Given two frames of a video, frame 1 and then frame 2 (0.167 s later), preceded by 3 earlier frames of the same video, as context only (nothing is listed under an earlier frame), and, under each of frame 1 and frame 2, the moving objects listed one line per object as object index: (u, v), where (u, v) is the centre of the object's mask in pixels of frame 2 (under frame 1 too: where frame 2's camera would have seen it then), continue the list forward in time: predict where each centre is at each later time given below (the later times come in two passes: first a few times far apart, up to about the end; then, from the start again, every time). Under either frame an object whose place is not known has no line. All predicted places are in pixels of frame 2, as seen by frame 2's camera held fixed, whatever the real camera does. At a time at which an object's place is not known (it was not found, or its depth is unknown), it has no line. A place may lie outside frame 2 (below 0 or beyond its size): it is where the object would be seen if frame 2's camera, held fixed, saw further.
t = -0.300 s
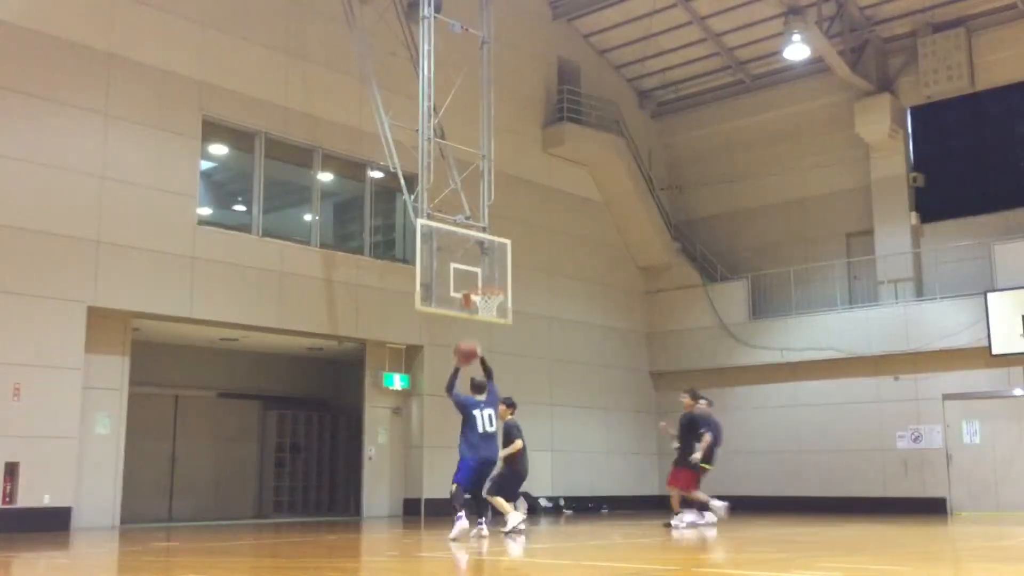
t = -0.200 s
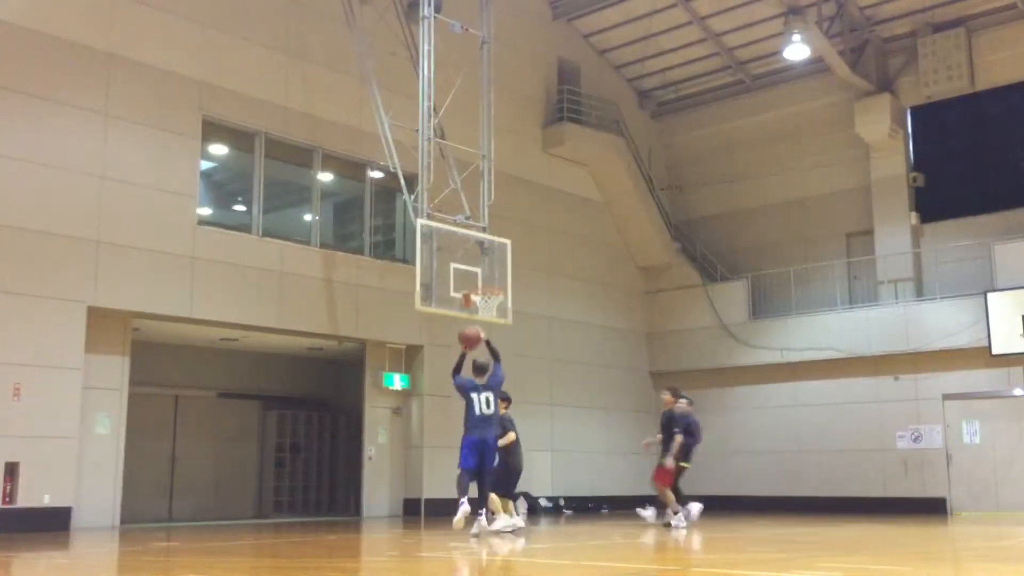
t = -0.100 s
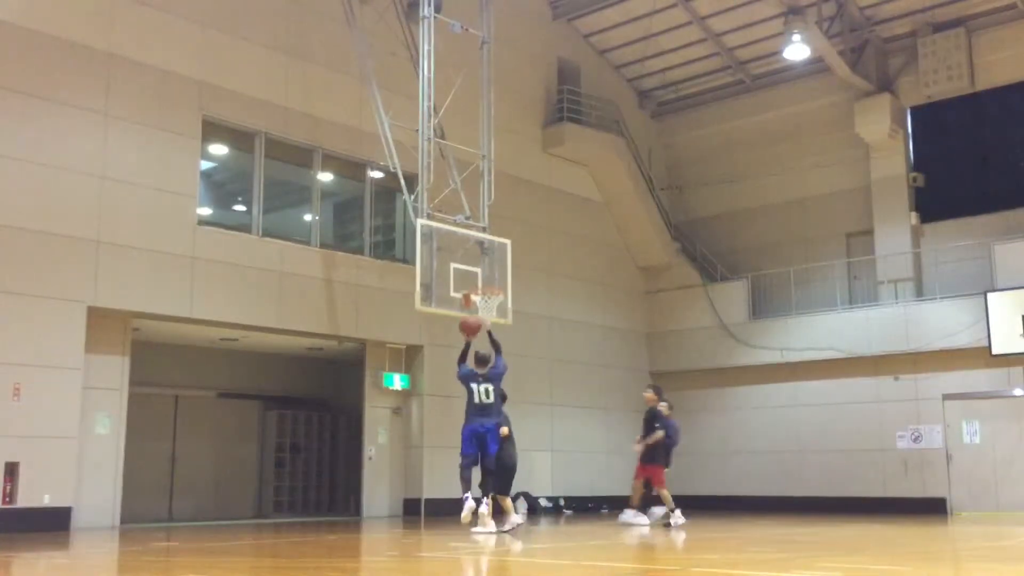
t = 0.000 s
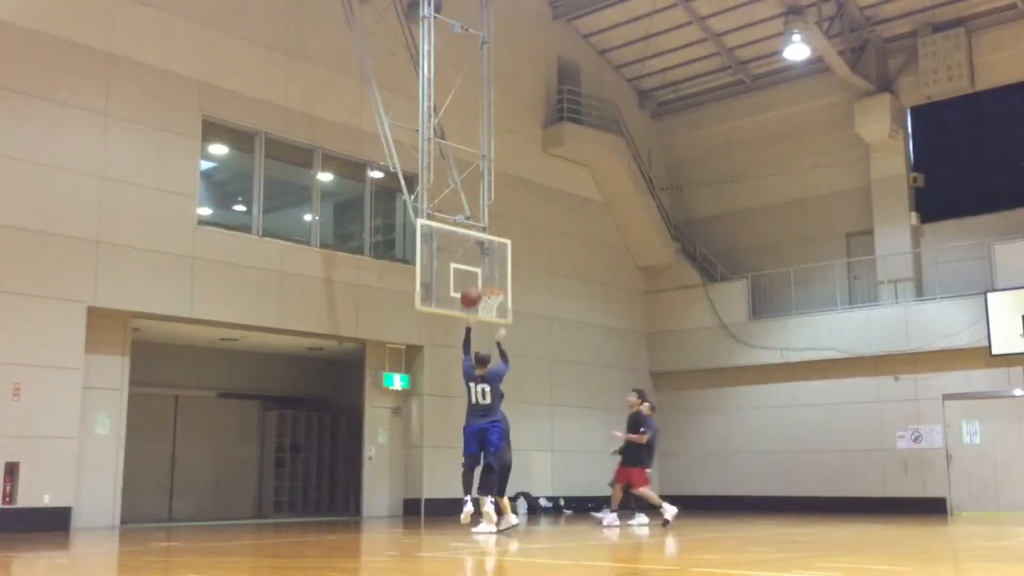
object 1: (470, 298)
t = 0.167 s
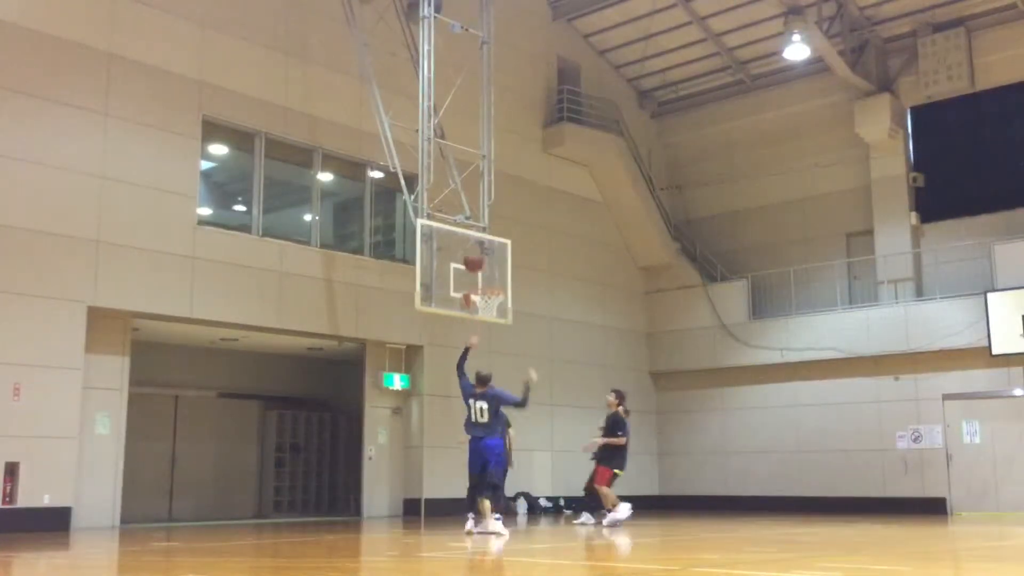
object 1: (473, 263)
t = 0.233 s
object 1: (475, 255)
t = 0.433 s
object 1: (477, 256)
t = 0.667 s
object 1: (480, 290)
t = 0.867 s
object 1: (496, 323)
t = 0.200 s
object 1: (474, 259)
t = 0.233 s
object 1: (475, 255)
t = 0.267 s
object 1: (475, 254)
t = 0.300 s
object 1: (476, 254)
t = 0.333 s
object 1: (476, 253)
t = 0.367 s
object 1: (476, 254)
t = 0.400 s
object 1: (477, 254)
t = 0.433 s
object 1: (477, 256)
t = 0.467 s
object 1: (478, 259)
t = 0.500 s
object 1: (478, 263)
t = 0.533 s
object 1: (479, 267)
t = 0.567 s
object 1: (479, 273)
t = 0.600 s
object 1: (480, 278)
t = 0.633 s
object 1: (480, 282)
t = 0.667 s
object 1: (480, 290)
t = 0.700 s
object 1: (483, 297)
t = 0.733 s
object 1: (487, 303)
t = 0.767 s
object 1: (488, 313)
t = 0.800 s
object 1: (490, 314)
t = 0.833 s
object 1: (493, 317)
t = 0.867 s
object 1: (496, 323)
